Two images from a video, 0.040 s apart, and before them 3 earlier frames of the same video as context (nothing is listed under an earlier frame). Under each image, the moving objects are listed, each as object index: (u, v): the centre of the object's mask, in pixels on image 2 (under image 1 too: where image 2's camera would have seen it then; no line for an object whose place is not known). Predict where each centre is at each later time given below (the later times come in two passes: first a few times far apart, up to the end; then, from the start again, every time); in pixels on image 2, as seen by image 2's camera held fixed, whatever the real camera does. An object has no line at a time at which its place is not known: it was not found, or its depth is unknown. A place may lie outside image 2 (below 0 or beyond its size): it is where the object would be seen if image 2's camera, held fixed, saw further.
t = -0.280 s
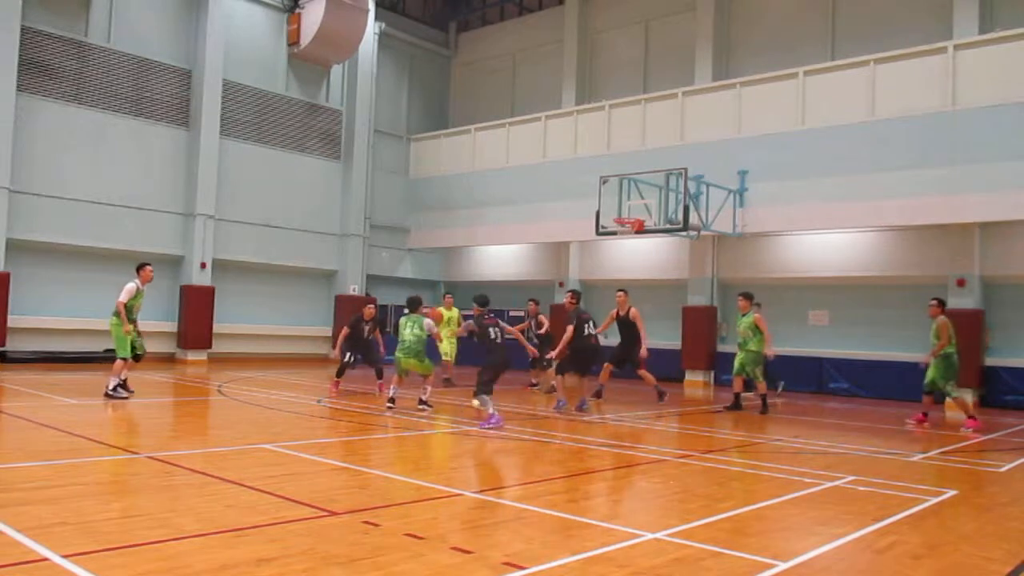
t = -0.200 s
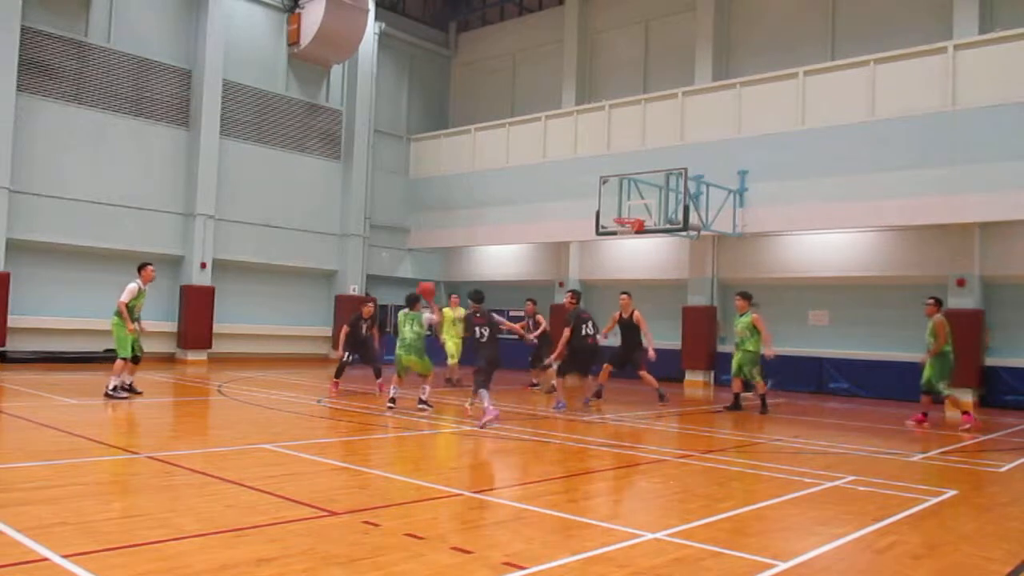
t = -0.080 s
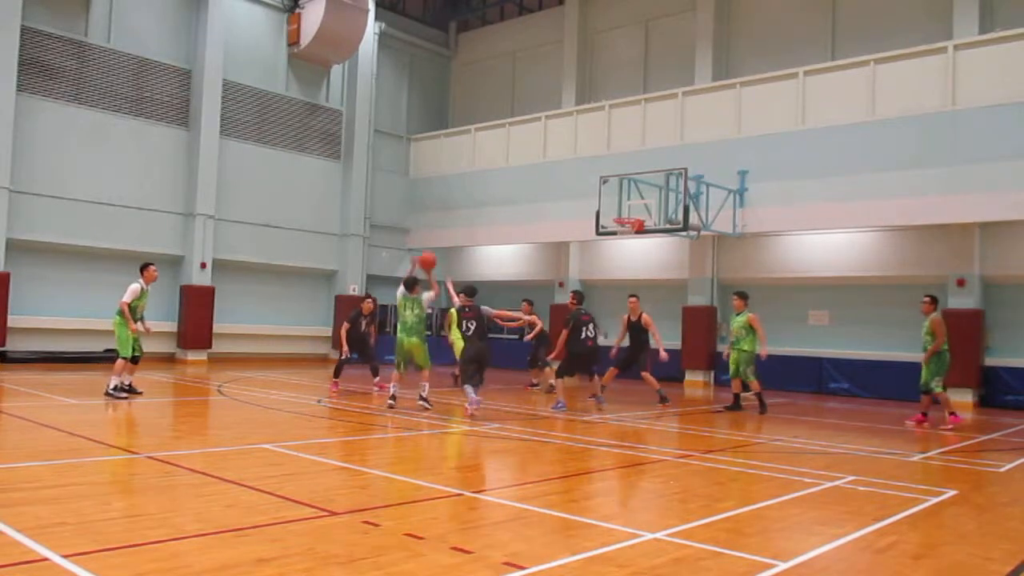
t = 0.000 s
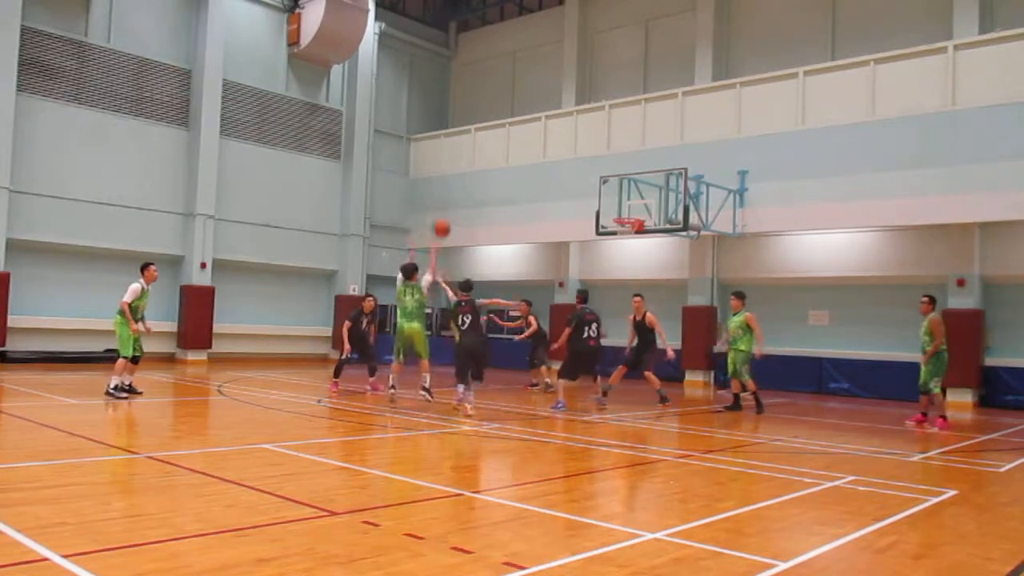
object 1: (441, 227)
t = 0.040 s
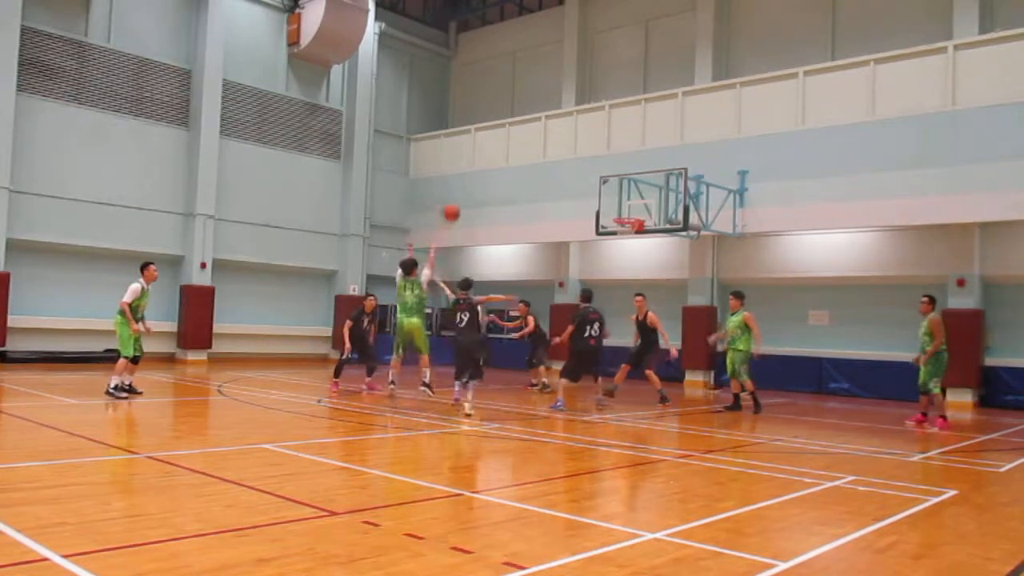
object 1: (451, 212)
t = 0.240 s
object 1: (494, 155)
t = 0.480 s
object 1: (537, 128)
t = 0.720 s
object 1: (574, 138)
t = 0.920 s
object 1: (601, 171)
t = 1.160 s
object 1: (629, 231)
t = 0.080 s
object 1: (461, 198)
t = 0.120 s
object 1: (469, 186)
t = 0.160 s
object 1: (477, 174)
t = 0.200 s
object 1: (486, 164)
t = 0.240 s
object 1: (494, 155)
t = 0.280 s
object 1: (502, 148)
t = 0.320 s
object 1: (510, 141)
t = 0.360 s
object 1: (516, 135)
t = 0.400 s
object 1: (524, 133)
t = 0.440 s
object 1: (531, 130)
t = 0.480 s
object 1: (537, 128)
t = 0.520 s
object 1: (544, 128)
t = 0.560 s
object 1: (551, 128)
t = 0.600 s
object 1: (557, 129)
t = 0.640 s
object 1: (563, 131)
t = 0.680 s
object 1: (569, 135)
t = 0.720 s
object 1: (574, 138)
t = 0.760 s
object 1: (580, 143)
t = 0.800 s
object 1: (586, 149)
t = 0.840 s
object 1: (590, 156)
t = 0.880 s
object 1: (596, 163)
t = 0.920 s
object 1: (601, 171)
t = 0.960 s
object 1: (606, 179)
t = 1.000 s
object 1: (610, 187)
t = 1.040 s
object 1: (615, 199)
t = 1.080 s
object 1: (619, 210)
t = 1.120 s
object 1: (637, 226)
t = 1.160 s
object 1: (629, 231)
